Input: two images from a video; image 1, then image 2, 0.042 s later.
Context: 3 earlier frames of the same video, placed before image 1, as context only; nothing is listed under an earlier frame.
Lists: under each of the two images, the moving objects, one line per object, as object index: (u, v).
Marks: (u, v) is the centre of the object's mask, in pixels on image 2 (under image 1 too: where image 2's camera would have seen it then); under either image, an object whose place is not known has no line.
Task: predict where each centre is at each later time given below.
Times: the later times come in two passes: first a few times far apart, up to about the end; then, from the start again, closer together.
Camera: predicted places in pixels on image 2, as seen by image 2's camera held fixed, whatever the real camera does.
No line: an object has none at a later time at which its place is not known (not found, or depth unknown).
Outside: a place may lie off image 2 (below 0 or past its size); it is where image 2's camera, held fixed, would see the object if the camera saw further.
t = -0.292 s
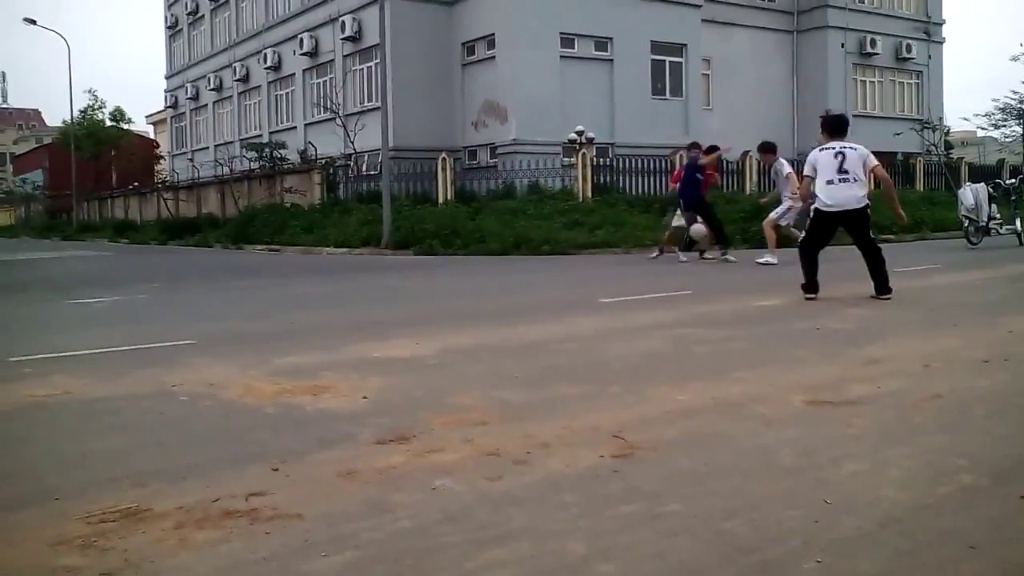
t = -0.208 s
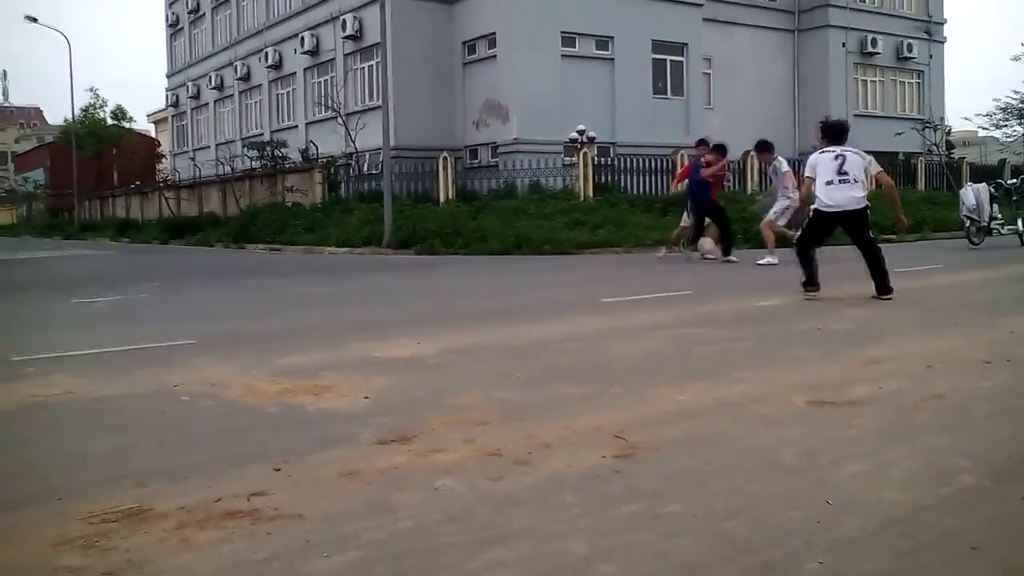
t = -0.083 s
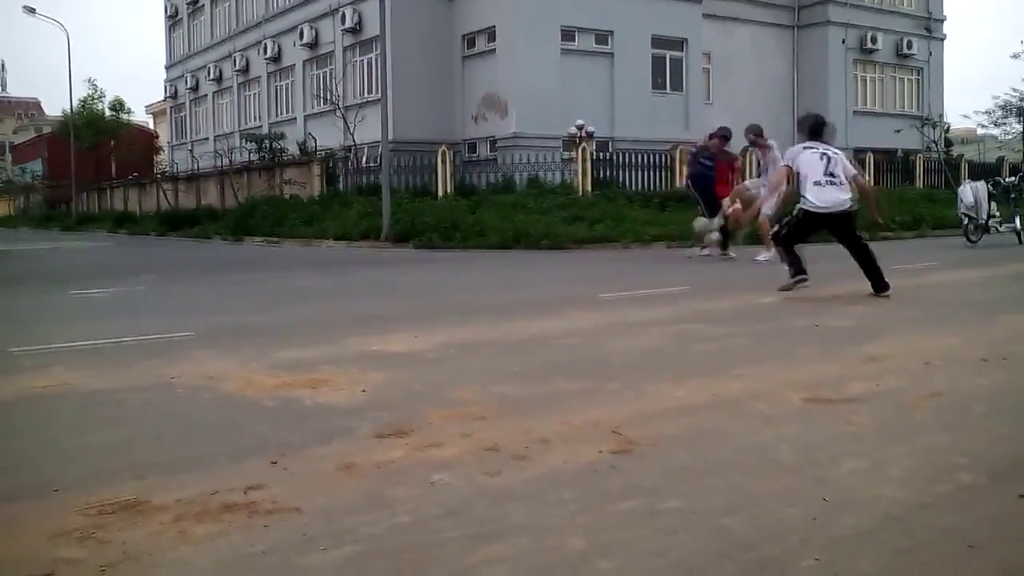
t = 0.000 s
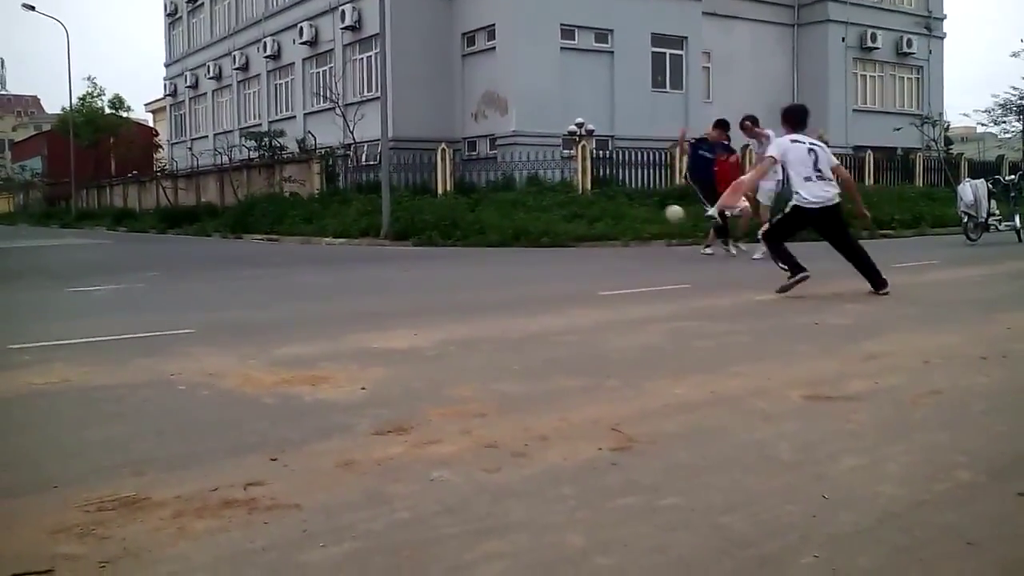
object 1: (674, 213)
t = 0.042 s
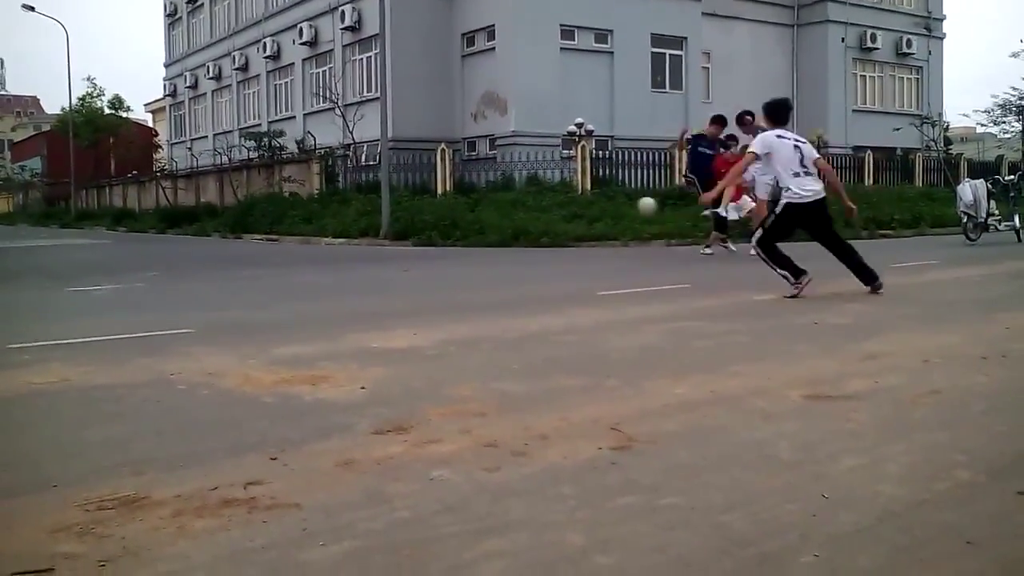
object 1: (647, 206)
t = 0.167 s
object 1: (593, 196)
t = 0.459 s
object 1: (421, 229)
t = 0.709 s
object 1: (326, 237)
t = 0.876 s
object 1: (276, 222)
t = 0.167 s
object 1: (593, 196)
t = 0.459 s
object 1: (421, 229)
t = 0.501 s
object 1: (418, 226)
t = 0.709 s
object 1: (326, 237)
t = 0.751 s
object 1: (310, 231)
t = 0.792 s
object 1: (294, 225)
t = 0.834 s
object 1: (278, 222)
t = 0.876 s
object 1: (276, 222)
